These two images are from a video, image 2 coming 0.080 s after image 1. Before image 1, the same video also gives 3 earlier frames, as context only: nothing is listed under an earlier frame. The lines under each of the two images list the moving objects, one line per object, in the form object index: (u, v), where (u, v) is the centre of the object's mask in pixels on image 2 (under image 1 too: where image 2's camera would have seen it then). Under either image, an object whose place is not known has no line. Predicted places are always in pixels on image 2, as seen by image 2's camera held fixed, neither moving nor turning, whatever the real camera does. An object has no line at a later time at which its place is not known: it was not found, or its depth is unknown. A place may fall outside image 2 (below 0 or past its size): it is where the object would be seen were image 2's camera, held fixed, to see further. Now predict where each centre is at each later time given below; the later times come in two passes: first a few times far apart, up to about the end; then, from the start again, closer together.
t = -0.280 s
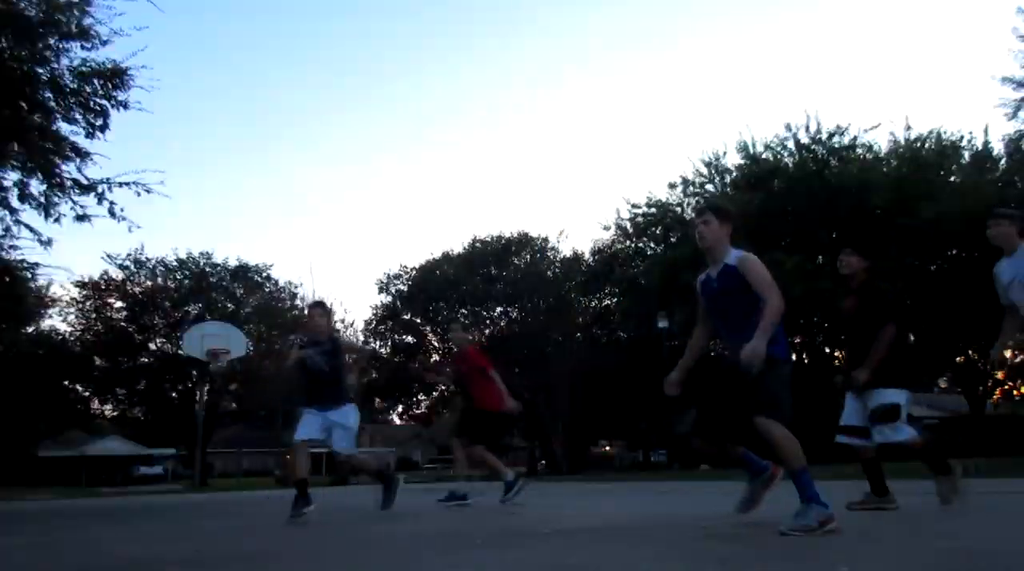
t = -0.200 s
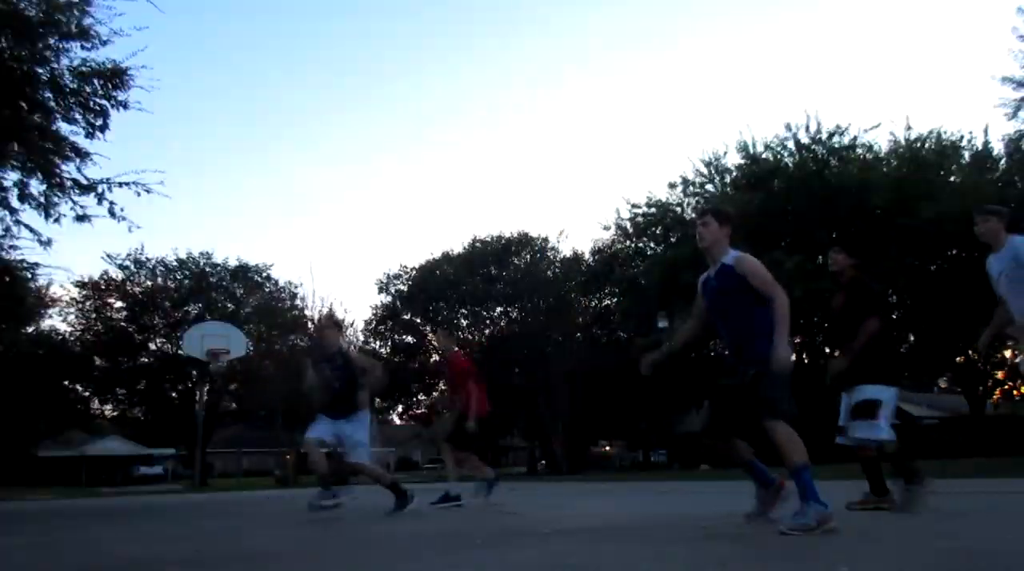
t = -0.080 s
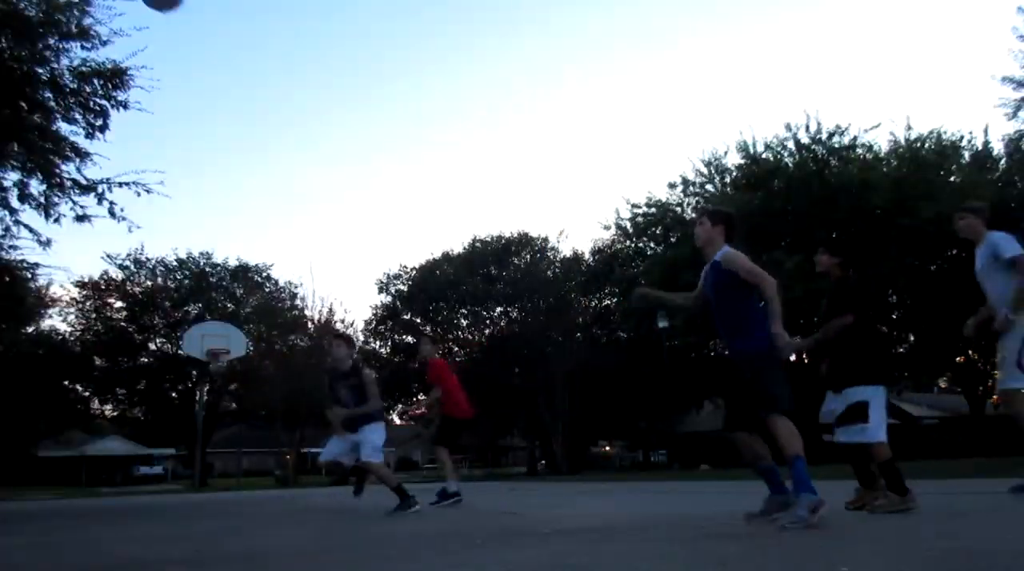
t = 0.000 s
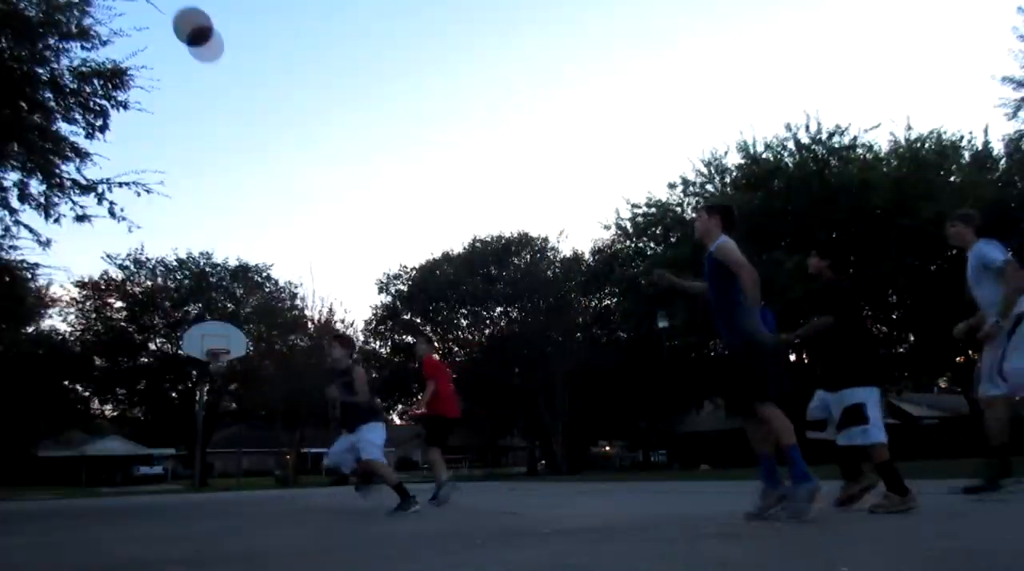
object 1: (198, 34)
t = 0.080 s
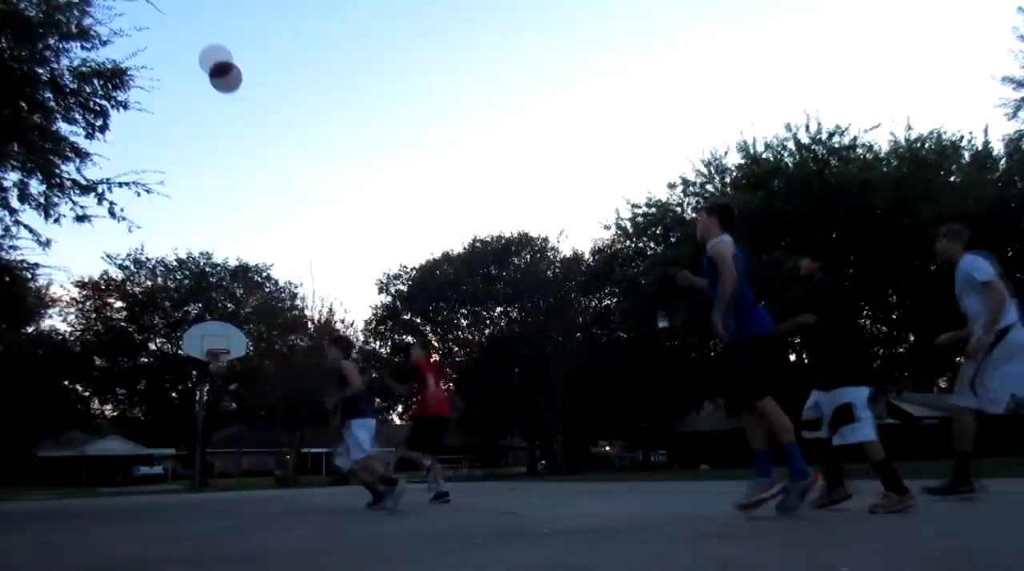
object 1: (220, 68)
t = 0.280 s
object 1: (259, 157)
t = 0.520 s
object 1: (281, 253)
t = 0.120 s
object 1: (229, 85)
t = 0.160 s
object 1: (240, 108)
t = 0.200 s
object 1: (249, 129)
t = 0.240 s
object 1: (254, 143)
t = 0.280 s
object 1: (259, 157)
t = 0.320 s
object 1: (264, 172)
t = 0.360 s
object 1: (269, 192)
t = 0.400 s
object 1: (272, 205)
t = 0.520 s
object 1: (281, 253)
